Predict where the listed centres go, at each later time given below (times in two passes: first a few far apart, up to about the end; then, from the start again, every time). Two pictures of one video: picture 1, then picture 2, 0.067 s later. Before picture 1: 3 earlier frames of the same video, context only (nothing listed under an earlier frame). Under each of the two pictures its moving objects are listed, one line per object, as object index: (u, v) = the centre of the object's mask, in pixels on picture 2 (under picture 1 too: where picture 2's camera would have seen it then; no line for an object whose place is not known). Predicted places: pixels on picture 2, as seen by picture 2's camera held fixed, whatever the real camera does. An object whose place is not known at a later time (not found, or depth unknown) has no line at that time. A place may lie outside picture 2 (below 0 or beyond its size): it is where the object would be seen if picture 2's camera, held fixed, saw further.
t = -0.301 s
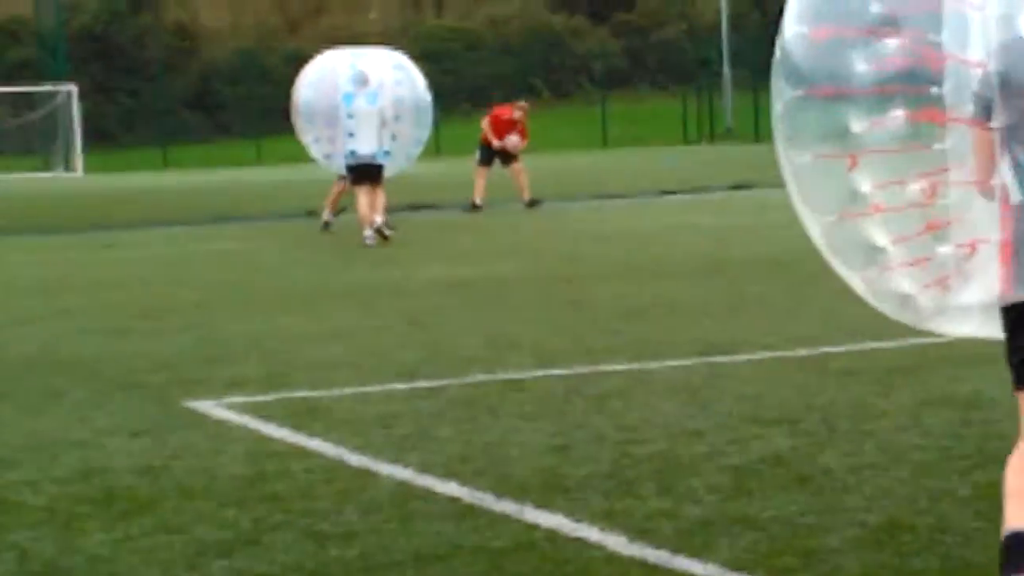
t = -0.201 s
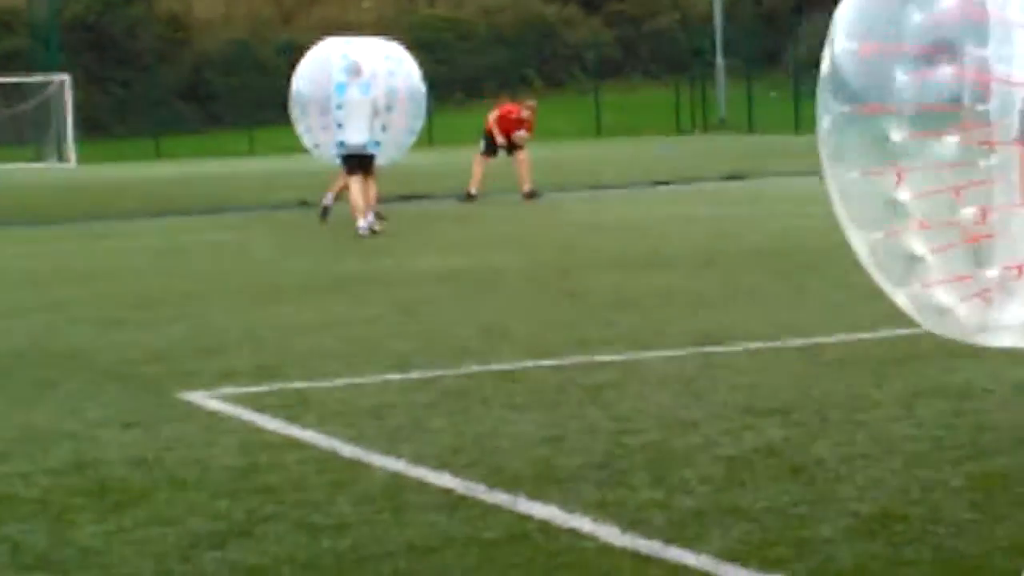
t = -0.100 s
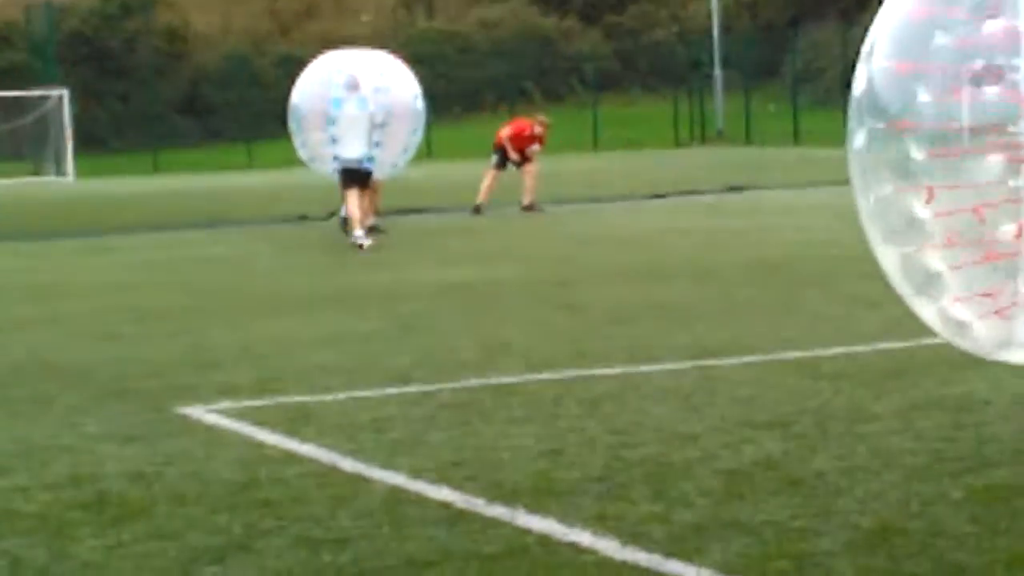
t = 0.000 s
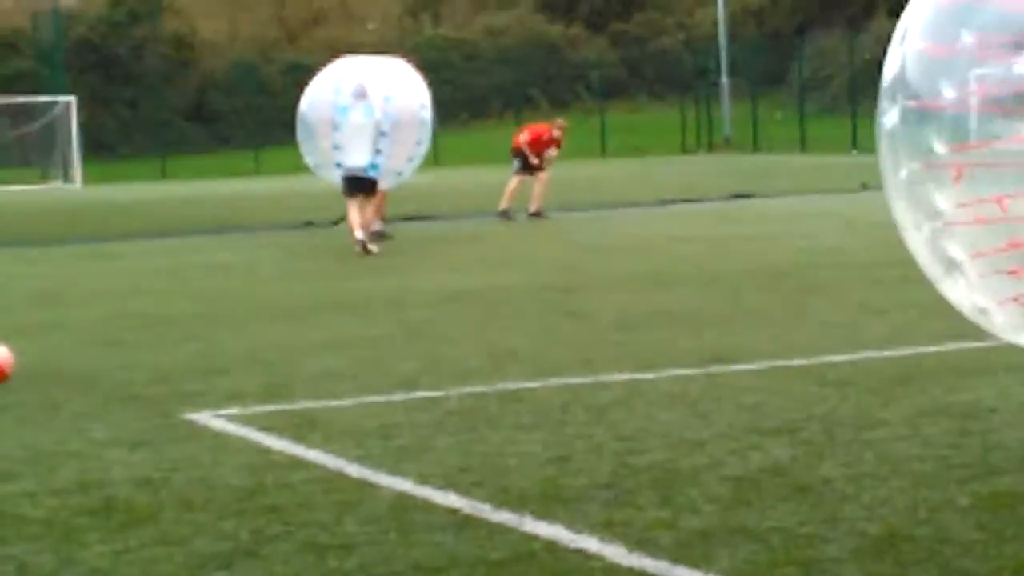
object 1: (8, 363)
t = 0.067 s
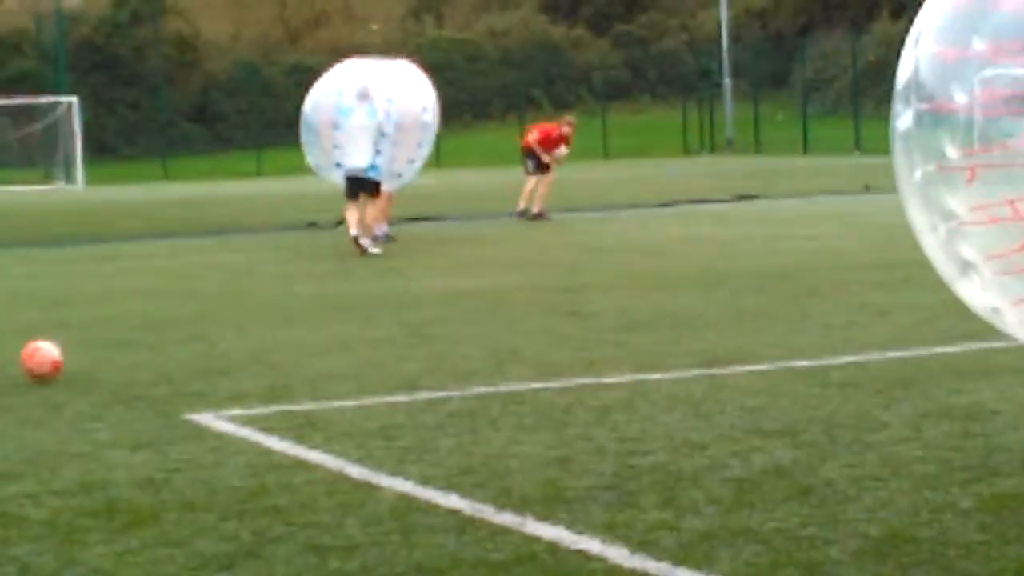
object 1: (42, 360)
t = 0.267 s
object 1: (182, 360)
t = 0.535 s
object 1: (378, 368)
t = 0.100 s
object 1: (64, 360)
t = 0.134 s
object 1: (88, 361)
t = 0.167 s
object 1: (112, 365)
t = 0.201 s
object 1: (135, 364)
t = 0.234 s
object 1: (158, 361)
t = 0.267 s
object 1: (182, 360)
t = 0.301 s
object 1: (207, 362)
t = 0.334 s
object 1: (230, 367)
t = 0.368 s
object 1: (255, 364)
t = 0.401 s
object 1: (278, 362)
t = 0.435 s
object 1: (303, 361)
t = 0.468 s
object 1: (328, 364)
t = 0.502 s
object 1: (353, 369)
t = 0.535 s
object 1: (378, 368)
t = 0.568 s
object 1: (403, 365)
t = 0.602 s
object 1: (427, 366)
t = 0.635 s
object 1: (452, 369)
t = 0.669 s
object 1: (478, 372)
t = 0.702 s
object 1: (502, 371)
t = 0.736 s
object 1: (527, 369)
